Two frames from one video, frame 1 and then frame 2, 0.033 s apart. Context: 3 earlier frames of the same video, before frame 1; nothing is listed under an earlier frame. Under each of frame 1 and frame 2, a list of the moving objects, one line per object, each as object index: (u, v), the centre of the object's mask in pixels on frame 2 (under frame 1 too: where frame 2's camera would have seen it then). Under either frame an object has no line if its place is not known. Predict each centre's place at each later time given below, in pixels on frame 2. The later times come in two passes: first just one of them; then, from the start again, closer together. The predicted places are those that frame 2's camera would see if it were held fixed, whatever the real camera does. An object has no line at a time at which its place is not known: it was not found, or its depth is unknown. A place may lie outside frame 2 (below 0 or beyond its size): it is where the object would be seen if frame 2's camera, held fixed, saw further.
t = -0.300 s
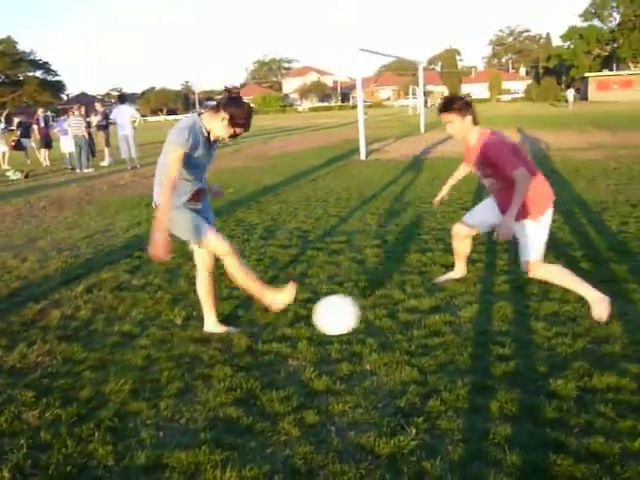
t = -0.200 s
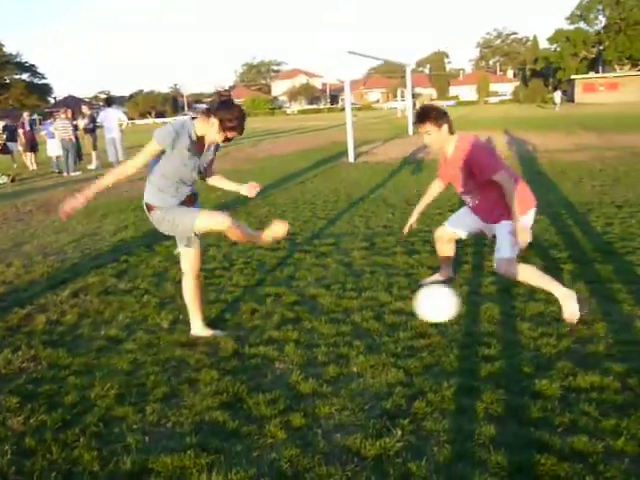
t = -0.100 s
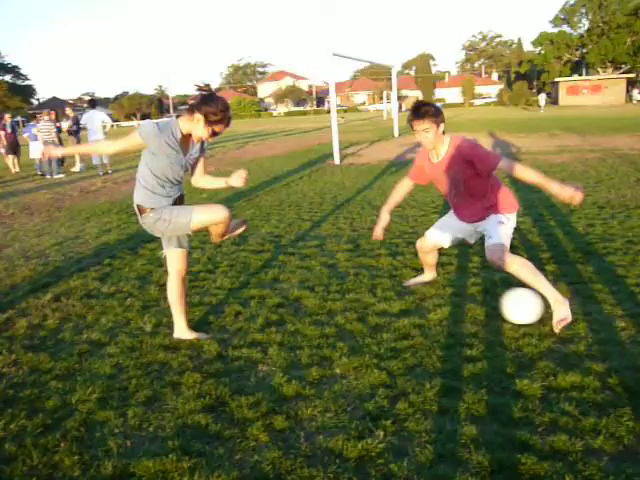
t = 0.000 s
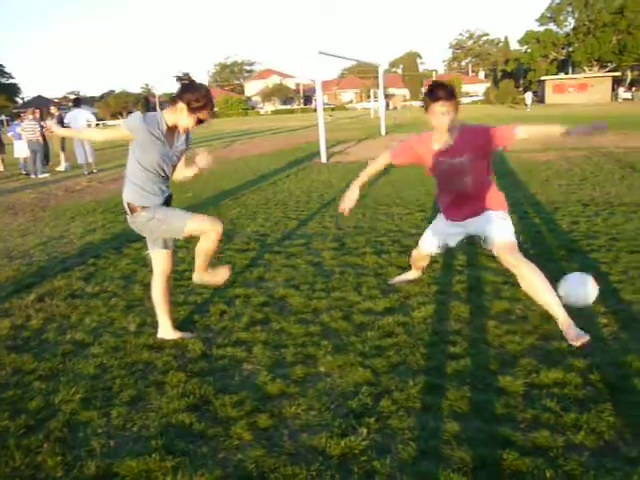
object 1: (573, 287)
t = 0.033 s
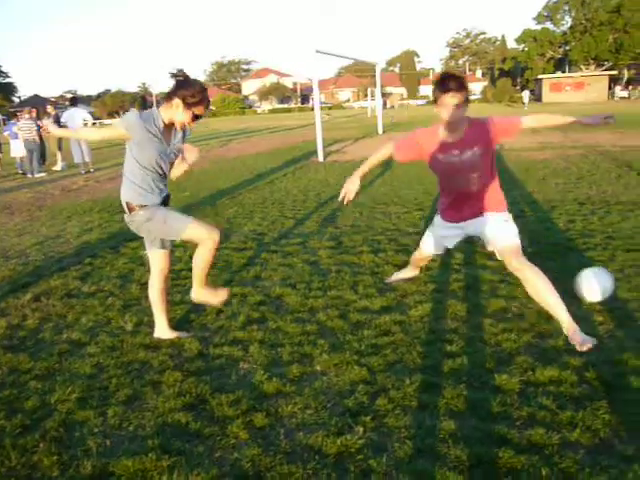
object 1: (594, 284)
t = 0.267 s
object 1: (706, 276)
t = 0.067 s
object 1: (614, 283)
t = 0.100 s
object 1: (633, 283)
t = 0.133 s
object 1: (648, 283)
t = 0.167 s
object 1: (664, 280)
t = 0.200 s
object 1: (680, 277)
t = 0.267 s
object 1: (706, 276)
